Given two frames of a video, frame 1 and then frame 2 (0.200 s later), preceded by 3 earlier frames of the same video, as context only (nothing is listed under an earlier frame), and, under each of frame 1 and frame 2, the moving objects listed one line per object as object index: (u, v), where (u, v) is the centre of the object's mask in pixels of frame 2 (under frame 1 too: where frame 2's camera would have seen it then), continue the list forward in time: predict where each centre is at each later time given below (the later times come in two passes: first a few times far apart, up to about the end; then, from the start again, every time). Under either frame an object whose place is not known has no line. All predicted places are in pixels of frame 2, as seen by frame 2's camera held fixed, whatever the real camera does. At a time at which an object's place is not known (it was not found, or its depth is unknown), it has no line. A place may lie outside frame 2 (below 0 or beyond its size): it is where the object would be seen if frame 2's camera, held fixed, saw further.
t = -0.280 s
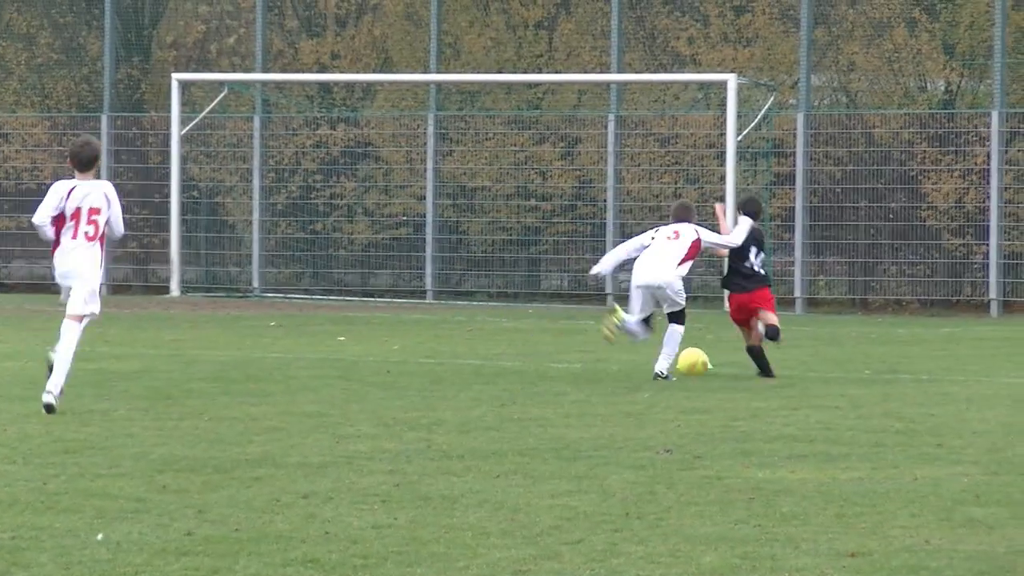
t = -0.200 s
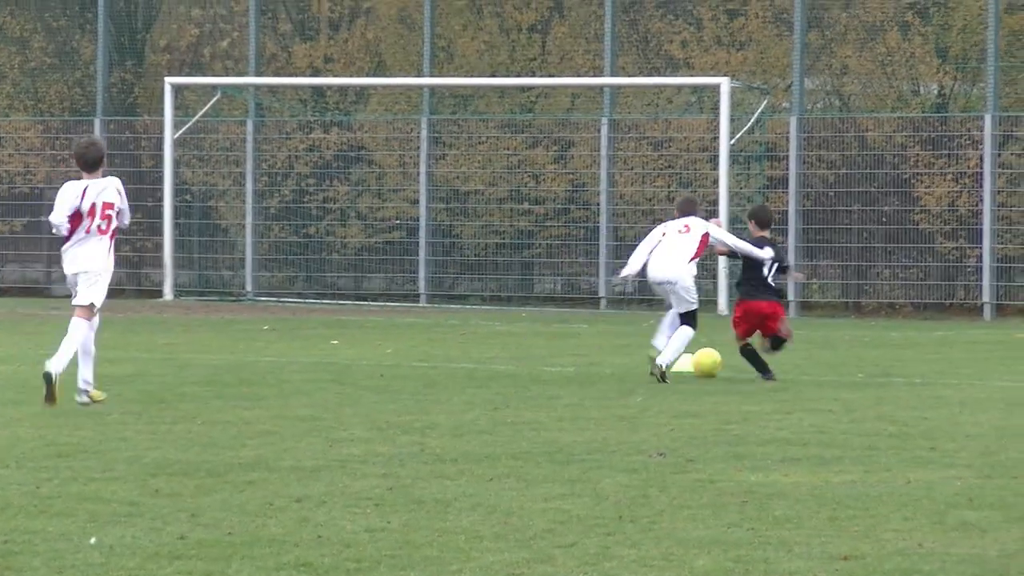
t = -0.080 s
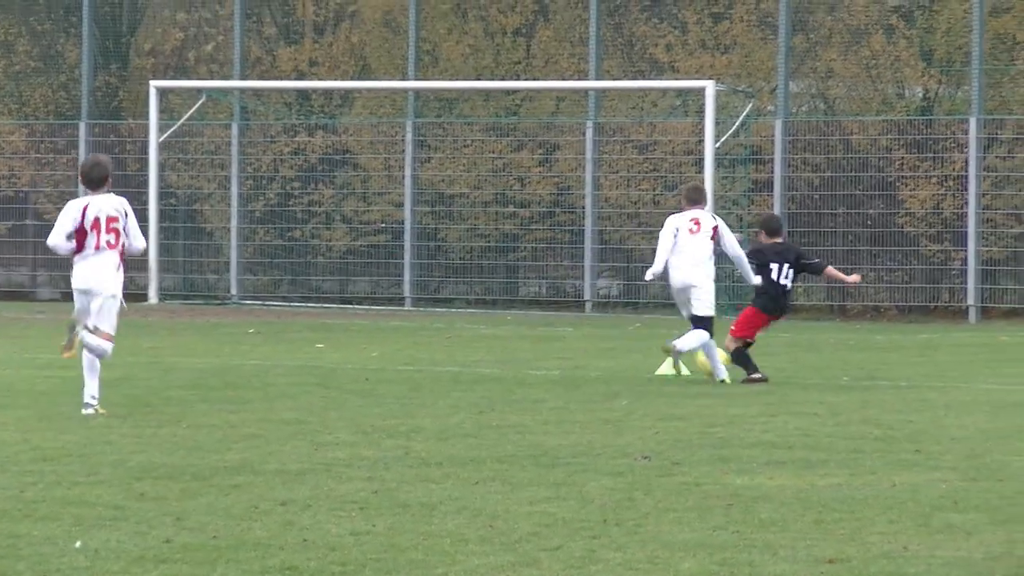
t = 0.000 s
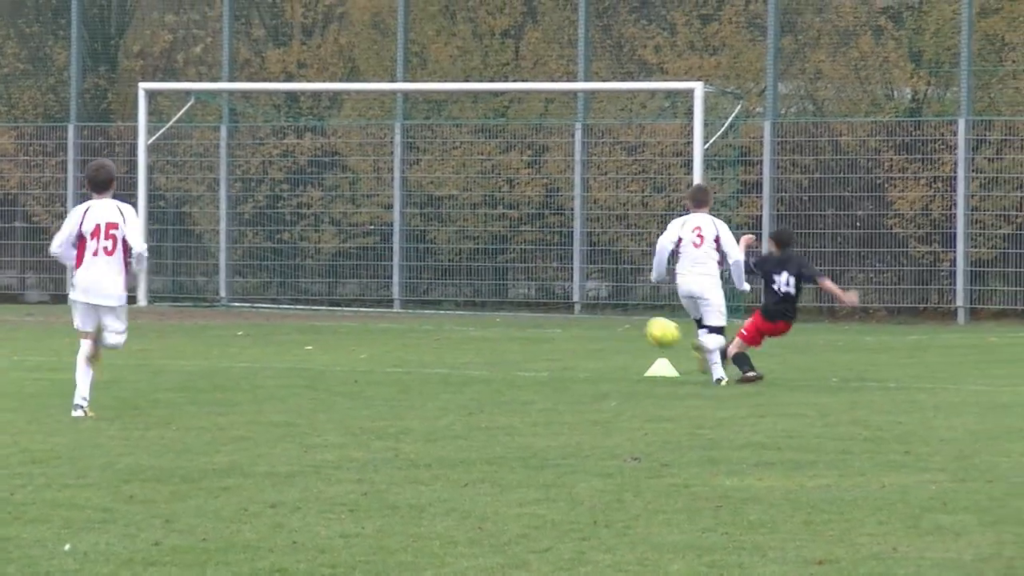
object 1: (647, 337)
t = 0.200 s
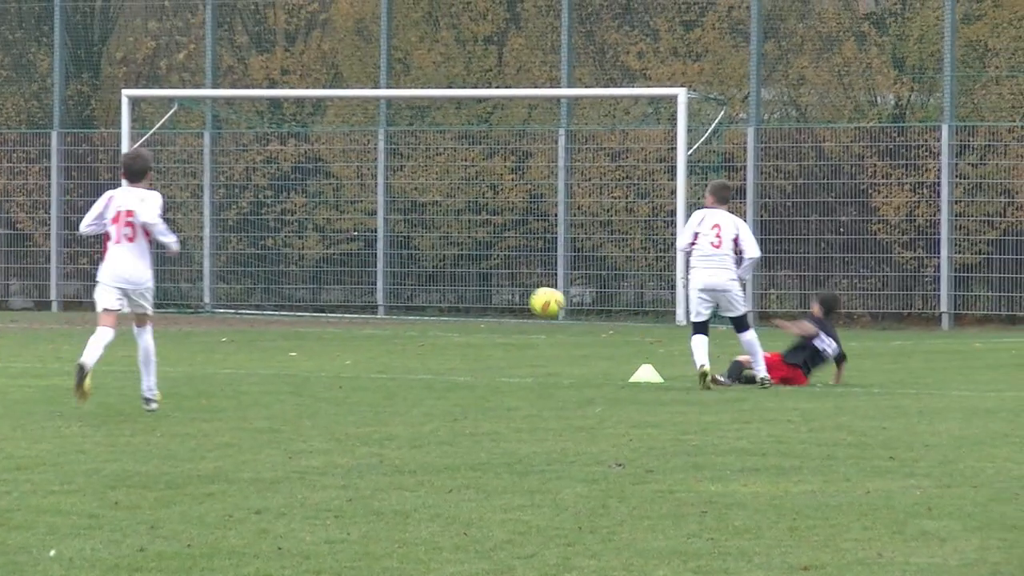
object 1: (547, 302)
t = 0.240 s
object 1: (527, 301)
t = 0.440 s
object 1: (430, 327)
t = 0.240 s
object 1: (527, 301)
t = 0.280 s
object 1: (507, 302)
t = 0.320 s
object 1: (489, 305)
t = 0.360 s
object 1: (469, 311)
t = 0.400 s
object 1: (449, 317)
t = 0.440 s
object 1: (430, 327)
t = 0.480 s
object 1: (412, 338)
